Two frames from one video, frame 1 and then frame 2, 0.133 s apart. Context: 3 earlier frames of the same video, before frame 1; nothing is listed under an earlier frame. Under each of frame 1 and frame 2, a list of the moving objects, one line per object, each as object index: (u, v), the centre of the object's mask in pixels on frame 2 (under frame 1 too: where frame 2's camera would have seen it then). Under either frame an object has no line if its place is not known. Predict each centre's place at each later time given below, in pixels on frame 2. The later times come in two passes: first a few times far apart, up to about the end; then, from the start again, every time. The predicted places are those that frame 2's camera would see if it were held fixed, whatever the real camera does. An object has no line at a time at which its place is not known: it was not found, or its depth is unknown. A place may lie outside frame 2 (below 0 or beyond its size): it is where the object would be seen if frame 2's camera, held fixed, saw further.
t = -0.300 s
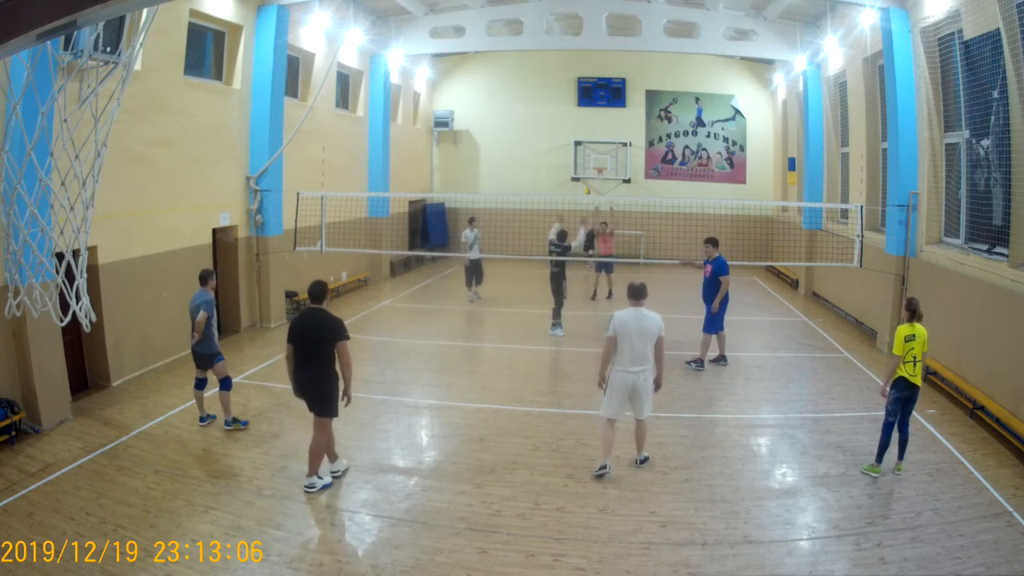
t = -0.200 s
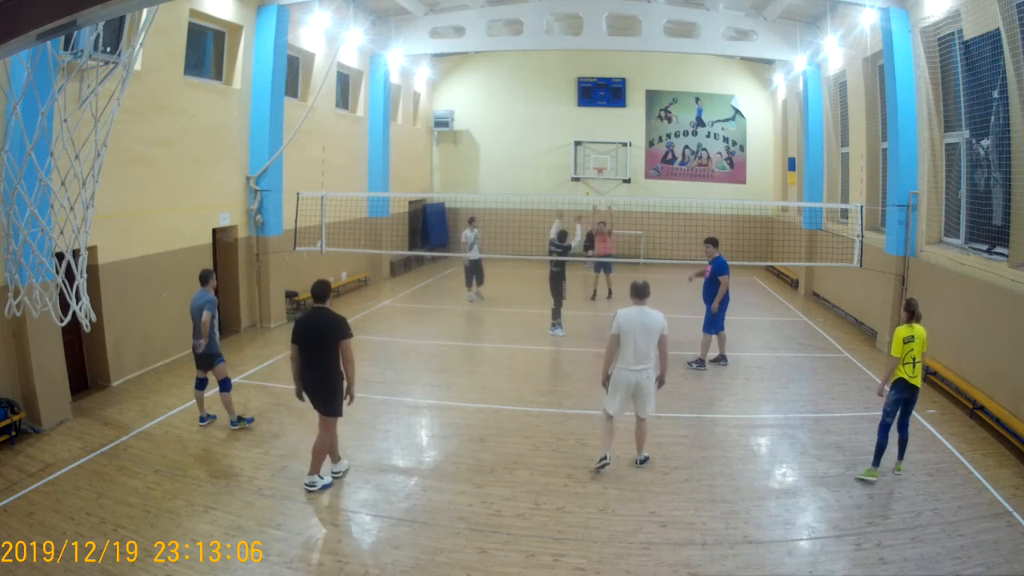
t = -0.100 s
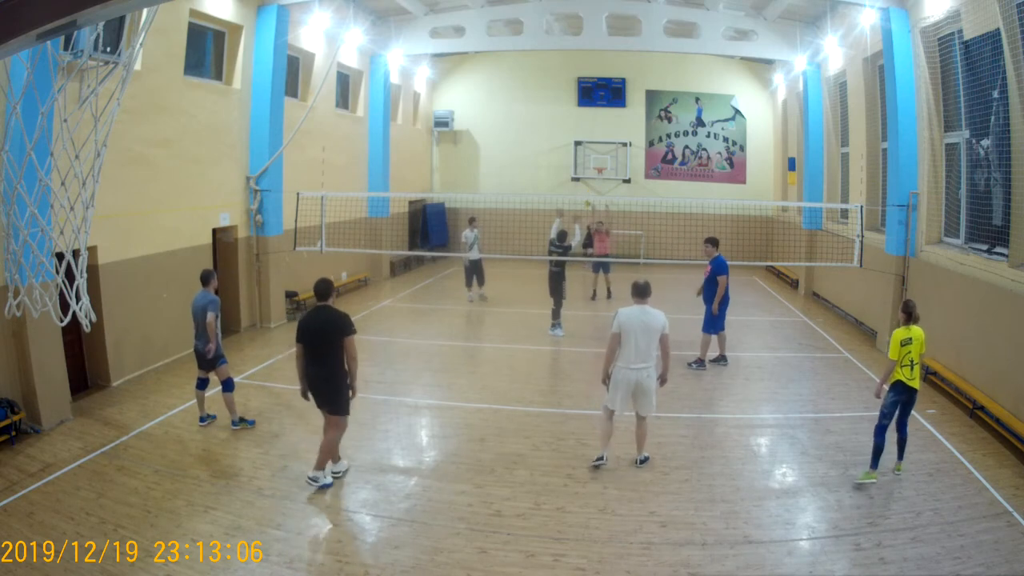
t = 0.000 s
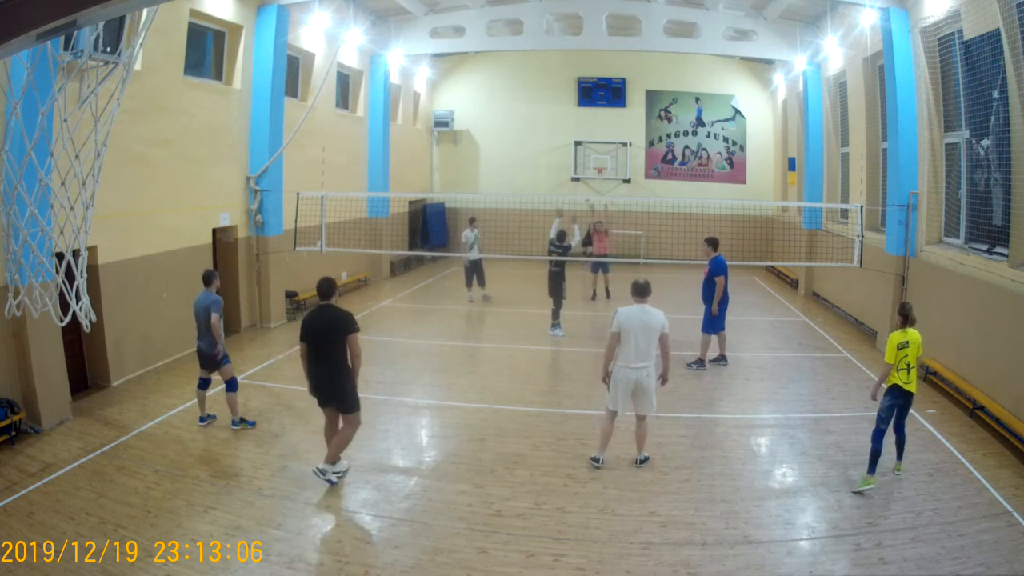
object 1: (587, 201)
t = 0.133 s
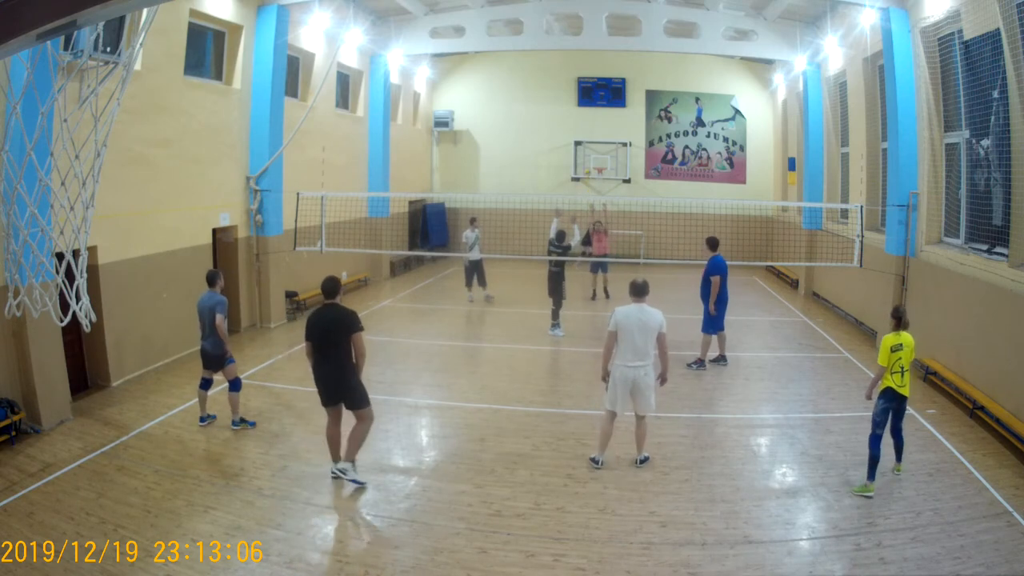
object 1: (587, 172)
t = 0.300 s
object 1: (588, 143)
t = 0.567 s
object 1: (588, 111)
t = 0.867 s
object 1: (589, 116)
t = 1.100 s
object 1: (594, 176)
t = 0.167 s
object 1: (587, 166)
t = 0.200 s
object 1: (588, 159)
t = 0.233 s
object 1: (588, 154)
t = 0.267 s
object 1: (587, 148)
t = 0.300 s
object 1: (588, 143)
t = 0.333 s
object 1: (589, 137)
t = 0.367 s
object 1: (589, 132)
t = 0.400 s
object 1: (589, 128)
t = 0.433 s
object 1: (587, 124)
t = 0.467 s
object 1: (588, 120)
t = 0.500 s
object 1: (588, 117)
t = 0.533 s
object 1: (588, 114)
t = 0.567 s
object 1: (588, 111)
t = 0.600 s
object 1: (588, 109)
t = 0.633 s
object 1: (588, 108)
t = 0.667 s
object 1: (588, 106)
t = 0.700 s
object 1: (588, 106)
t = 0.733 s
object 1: (588, 106)
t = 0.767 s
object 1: (588, 107)
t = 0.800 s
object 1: (589, 109)
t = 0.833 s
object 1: (589, 112)
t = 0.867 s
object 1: (589, 116)
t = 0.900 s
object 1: (589, 120)
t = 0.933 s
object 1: (590, 126)
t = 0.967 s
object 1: (590, 133)
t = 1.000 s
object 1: (590, 141)
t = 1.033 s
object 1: (591, 152)
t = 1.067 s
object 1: (591, 162)
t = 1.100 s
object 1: (594, 176)
